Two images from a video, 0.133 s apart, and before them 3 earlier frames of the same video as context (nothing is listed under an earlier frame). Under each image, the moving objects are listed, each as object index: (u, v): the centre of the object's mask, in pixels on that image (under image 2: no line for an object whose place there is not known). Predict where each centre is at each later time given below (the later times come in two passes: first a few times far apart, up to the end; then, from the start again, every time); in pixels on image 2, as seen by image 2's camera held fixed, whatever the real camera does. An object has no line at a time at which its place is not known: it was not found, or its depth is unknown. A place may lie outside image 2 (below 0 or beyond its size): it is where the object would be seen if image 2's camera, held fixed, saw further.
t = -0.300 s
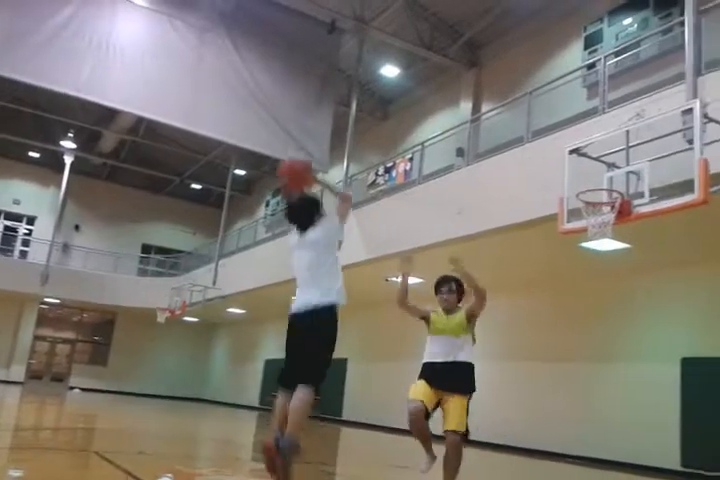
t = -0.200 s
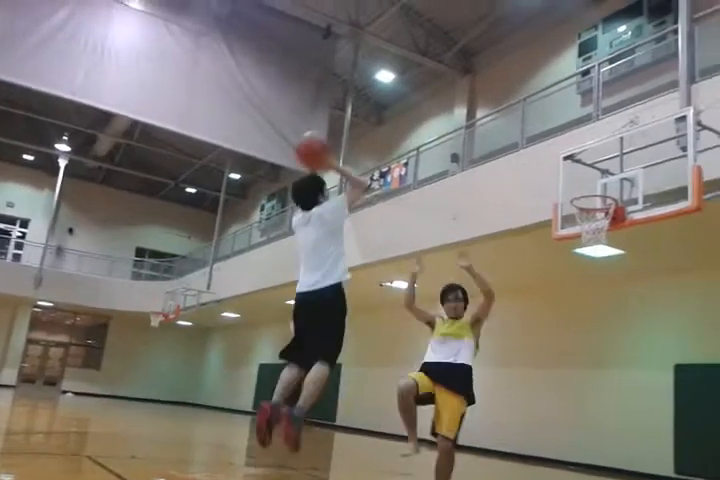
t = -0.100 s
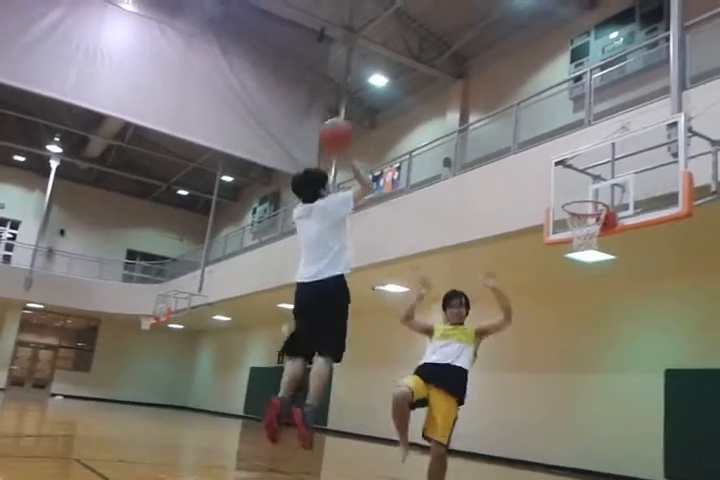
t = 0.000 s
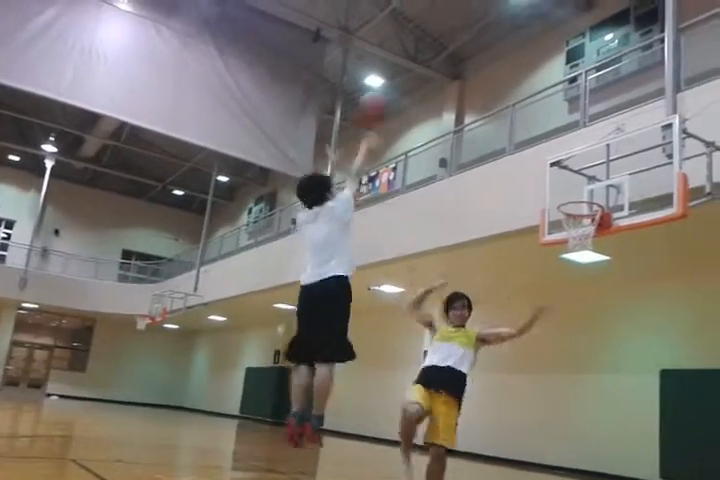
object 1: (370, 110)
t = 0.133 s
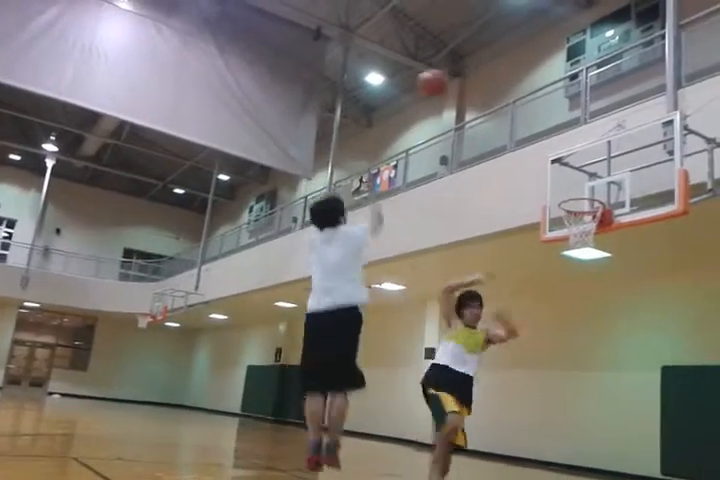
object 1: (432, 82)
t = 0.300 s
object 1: (487, 87)
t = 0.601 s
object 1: (558, 153)
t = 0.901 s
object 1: (579, 174)
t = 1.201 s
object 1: (560, 152)
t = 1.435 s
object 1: (543, 190)
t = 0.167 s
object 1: (445, 81)
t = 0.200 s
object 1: (455, 82)
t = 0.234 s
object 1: (467, 83)
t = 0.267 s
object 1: (476, 84)
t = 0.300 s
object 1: (487, 87)
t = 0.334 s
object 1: (496, 91)
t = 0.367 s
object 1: (504, 96)
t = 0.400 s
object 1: (513, 103)
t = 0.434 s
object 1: (522, 108)
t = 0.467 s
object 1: (529, 116)
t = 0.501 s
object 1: (537, 125)
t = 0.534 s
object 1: (543, 136)
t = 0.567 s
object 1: (551, 142)
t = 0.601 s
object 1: (558, 153)
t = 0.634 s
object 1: (565, 165)
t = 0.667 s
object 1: (571, 176)
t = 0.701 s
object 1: (577, 188)
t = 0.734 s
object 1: (584, 206)
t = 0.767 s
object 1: (586, 206)
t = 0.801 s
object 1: (584, 195)
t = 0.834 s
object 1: (582, 188)
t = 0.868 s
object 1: (580, 180)
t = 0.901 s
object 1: (579, 174)
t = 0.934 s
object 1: (577, 168)
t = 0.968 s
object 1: (574, 161)
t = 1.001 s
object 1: (573, 157)
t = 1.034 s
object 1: (571, 154)
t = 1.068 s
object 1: (569, 152)
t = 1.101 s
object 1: (567, 151)
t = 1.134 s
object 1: (565, 150)
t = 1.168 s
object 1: (563, 151)
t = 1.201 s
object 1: (560, 152)
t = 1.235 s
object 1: (558, 154)
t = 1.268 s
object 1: (557, 157)
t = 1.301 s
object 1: (554, 162)
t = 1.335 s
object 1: (552, 167)
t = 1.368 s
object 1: (549, 174)
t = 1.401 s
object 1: (546, 182)
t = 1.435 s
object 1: (543, 190)
